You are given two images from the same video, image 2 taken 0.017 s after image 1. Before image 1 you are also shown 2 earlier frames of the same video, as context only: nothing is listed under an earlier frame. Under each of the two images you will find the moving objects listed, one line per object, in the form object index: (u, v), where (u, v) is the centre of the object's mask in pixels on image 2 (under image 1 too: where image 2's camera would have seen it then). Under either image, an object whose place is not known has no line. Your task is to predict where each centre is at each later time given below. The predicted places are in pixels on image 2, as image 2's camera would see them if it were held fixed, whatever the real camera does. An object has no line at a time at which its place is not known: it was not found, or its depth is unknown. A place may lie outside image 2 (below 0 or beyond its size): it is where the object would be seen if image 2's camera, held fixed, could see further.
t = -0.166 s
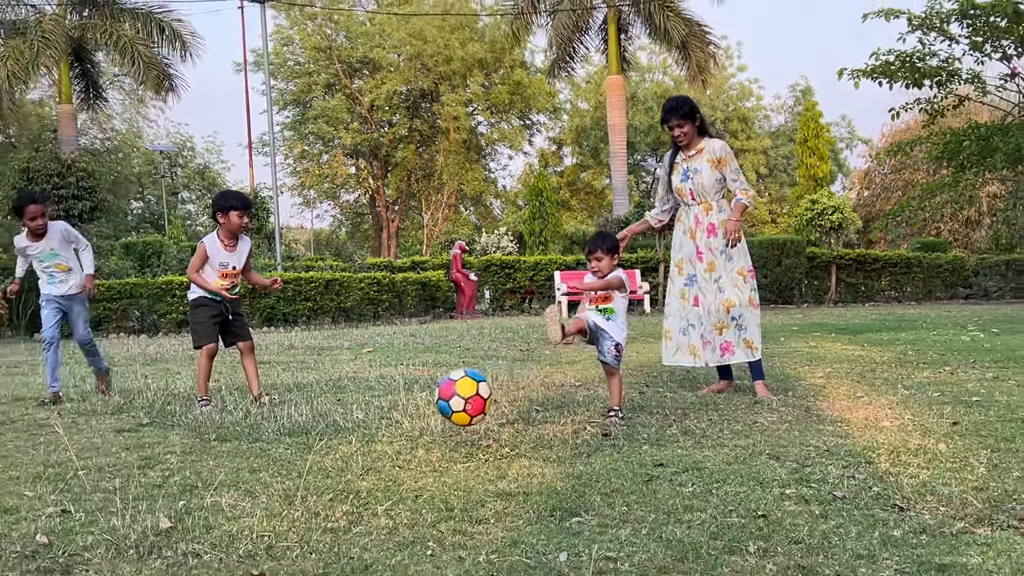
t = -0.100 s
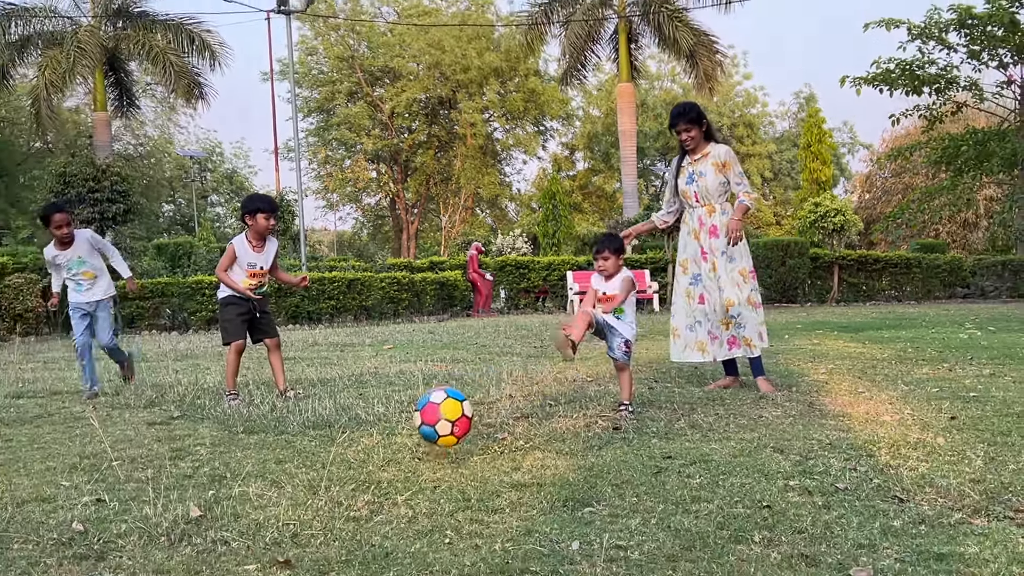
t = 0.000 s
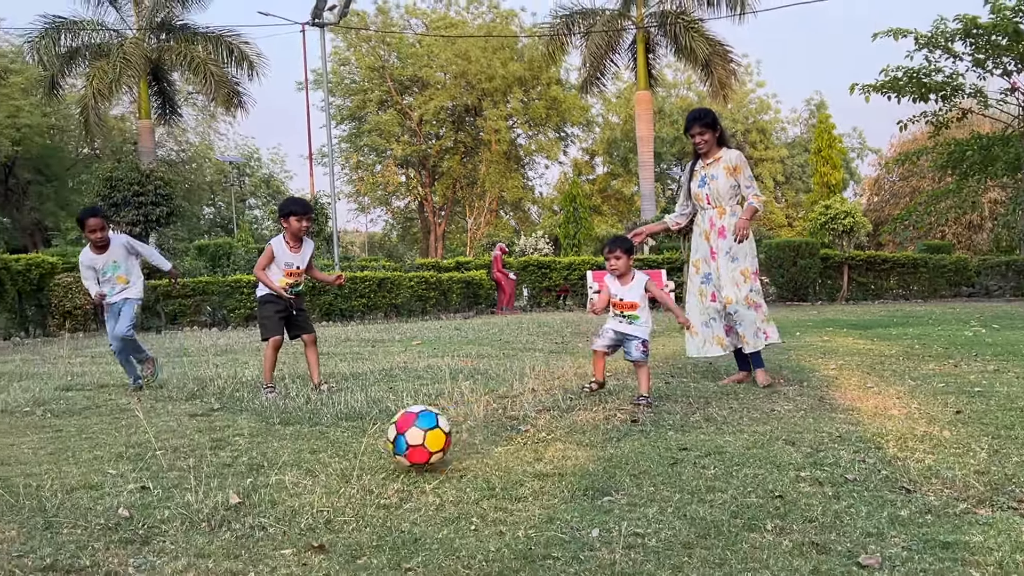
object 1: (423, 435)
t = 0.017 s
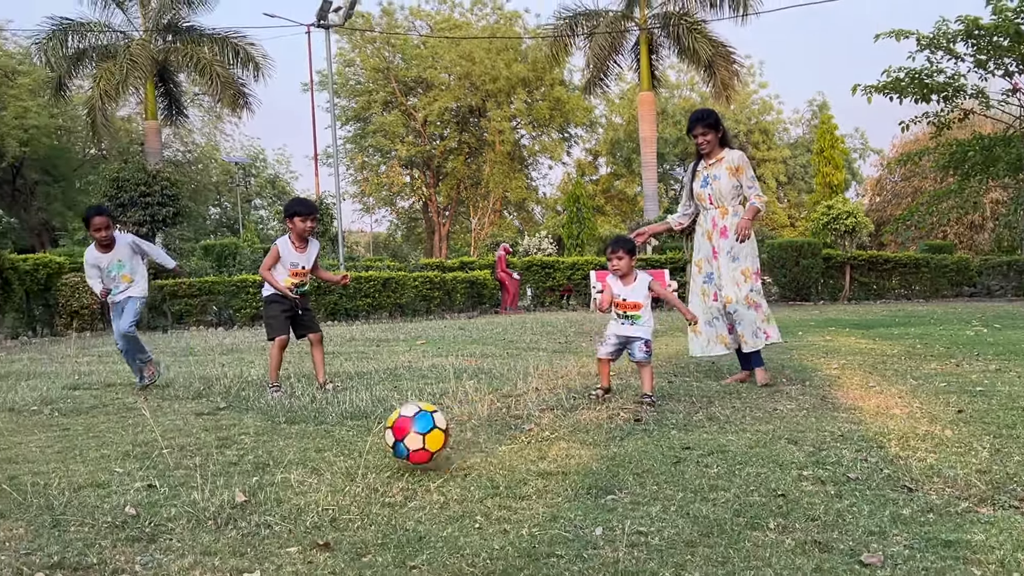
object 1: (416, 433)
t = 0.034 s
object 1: (410, 432)
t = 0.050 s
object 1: (402, 430)
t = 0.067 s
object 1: (396, 429)
